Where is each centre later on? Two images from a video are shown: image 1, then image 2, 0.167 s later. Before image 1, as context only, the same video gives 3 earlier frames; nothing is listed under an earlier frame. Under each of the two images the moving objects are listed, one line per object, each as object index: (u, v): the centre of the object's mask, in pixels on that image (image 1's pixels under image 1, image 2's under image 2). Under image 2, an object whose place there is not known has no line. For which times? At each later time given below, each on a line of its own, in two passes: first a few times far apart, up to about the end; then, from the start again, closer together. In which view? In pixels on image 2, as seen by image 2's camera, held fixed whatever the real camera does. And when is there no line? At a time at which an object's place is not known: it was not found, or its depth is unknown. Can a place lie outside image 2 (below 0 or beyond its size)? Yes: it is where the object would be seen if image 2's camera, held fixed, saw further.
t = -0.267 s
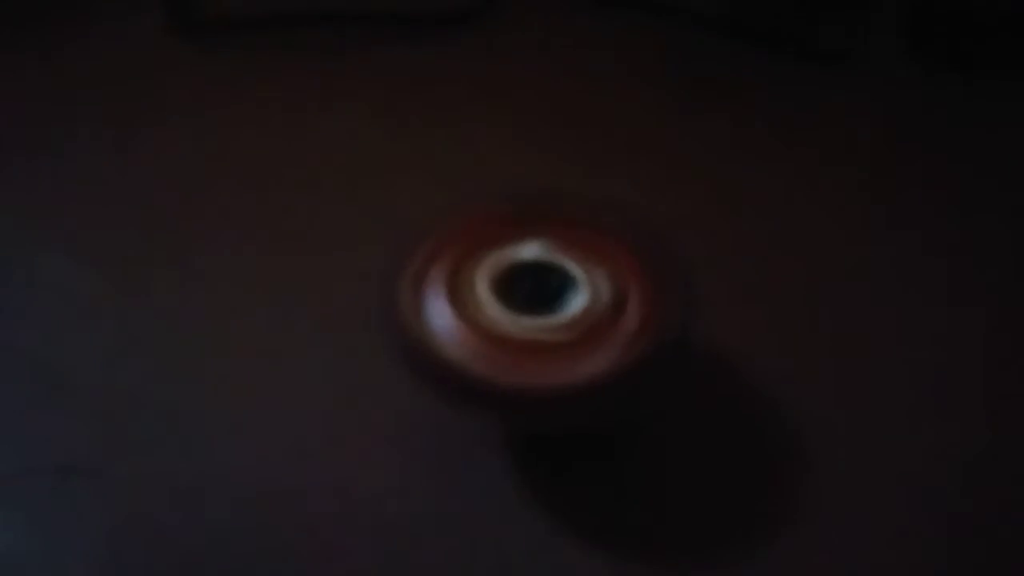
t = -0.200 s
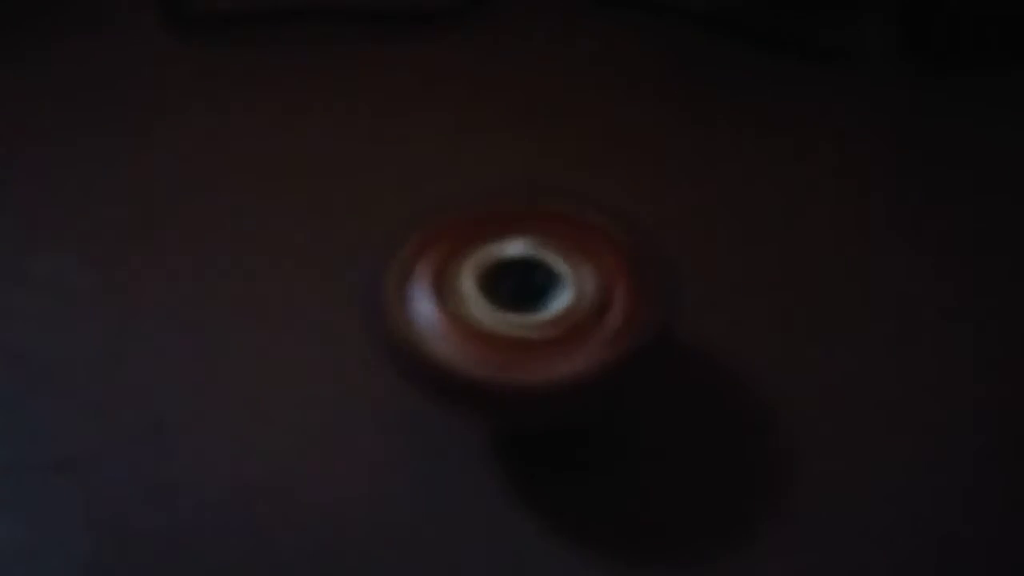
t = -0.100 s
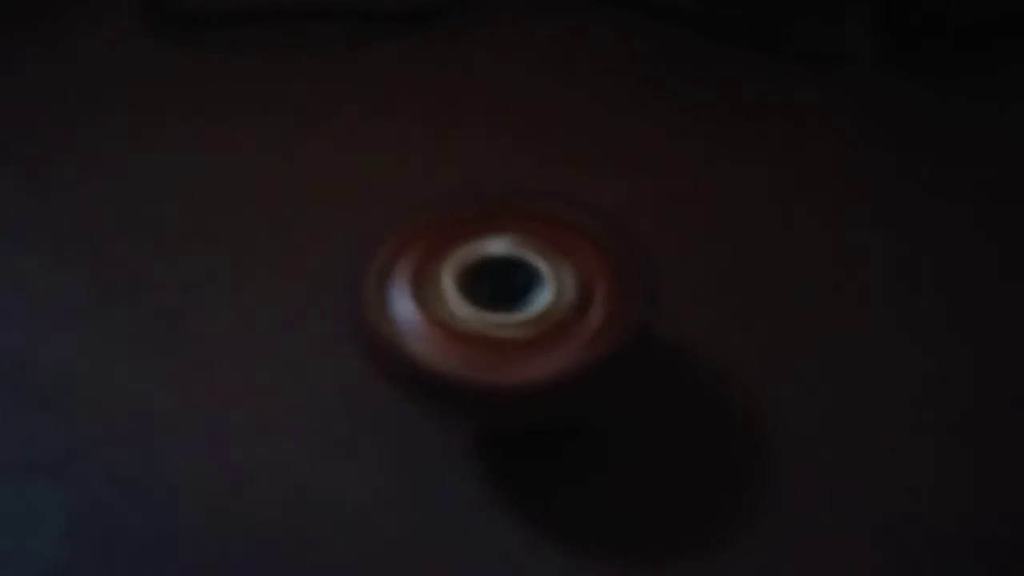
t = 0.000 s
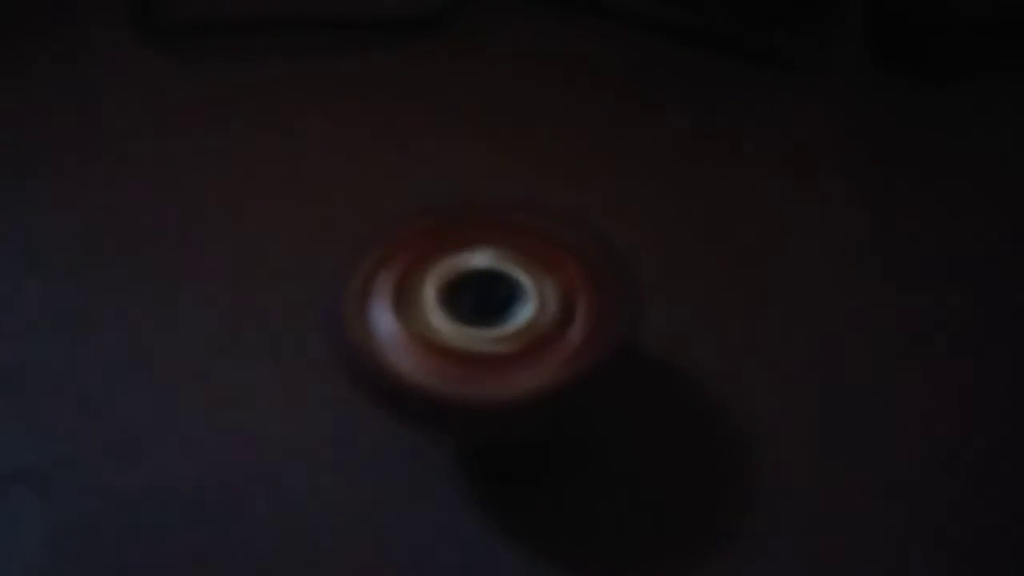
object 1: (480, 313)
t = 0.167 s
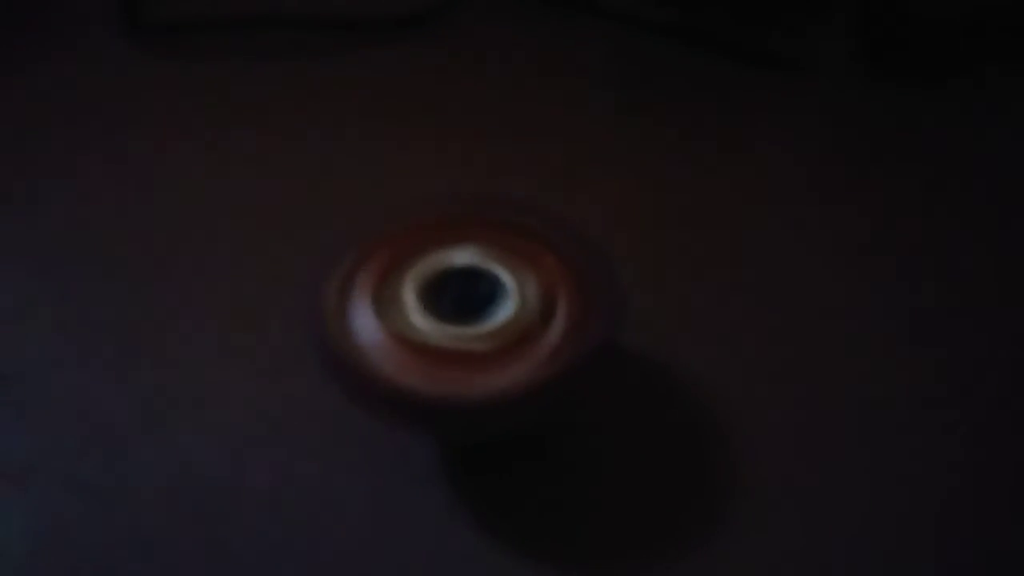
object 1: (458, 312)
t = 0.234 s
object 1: (459, 312)
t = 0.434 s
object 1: (466, 311)
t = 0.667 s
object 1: (458, 313)
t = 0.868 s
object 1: (465, 311)
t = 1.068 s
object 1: (463, 312)
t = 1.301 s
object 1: (465, 310)
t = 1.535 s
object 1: (465, 310)
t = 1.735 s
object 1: (464, 308)
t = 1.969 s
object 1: (465, 308)
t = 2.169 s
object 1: (463, 308)
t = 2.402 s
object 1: (467, 310)
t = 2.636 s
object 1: (470, 310)
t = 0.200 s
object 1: (460, 313)
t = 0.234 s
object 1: (459, 312)
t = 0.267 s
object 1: (458, 312)
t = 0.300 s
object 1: (458, 314)
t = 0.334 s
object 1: (458, 313)
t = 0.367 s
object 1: (459, 314)
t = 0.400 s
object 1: (466, 311)
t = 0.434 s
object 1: (466, 311)
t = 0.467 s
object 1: (457, 314)
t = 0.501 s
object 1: (459, 313)
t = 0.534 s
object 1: (458, 312)
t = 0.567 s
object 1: (457, 313)
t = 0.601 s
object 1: (457, 314)
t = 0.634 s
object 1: (458, 314)
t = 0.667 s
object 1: (458, 313)
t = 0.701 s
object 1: (458, 313)
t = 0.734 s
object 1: (459, 313)
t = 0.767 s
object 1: (456, 313)
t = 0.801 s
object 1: (461, 312)
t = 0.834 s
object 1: (464, 312)
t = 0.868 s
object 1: (465, 311)
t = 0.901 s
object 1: (464, 311)
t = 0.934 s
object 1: (463, 311)
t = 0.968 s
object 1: (464, 314)
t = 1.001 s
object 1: (465, 314)
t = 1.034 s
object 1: (463, 311)
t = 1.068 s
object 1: (463, 312)
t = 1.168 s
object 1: (465, 310)
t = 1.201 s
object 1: (467, 310)
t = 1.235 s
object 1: (466, 311)
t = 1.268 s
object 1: (466, 310)
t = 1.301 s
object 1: (465, 310)
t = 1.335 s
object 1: (464, 311)
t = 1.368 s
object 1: (463, 312)
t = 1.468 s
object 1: (464, 309)
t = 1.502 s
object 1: (464, 310)
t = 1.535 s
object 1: (465, 310)
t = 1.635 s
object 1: (467, 309)
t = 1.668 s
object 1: (466, 307)
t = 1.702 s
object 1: (465, 308)
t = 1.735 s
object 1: (464, 308)
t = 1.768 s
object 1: (465, 310)
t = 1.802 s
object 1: (466, 309)
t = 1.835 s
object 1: (463, 309)
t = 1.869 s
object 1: (463, 308)
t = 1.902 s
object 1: (462, 311)
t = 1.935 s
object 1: (464, 310)
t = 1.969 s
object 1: (465, 308)
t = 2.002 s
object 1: (462, 311)
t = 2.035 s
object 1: (464, 309)
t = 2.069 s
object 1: (463, 309)
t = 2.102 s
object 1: (466, 309)
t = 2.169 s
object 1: (463, 308)
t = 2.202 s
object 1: (468, 310)
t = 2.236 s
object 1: (470, 308)
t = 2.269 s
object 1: (467, 308)
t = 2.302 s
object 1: (465, 308)
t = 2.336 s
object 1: (464, 309)
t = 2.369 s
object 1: (468, 309)
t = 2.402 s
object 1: (467, 310)
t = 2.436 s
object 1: (464, 310)
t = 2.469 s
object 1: (467, 309)
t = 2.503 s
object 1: (469, 309)
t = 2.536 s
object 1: (468, 311)
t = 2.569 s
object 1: (468, 310)
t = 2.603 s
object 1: (466, 311)
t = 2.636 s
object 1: (470, 310)
